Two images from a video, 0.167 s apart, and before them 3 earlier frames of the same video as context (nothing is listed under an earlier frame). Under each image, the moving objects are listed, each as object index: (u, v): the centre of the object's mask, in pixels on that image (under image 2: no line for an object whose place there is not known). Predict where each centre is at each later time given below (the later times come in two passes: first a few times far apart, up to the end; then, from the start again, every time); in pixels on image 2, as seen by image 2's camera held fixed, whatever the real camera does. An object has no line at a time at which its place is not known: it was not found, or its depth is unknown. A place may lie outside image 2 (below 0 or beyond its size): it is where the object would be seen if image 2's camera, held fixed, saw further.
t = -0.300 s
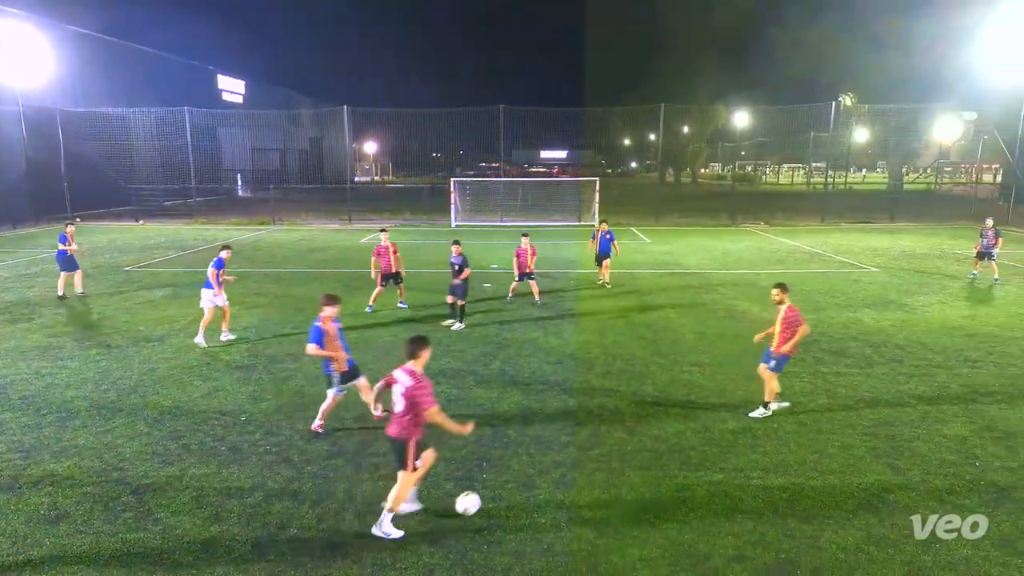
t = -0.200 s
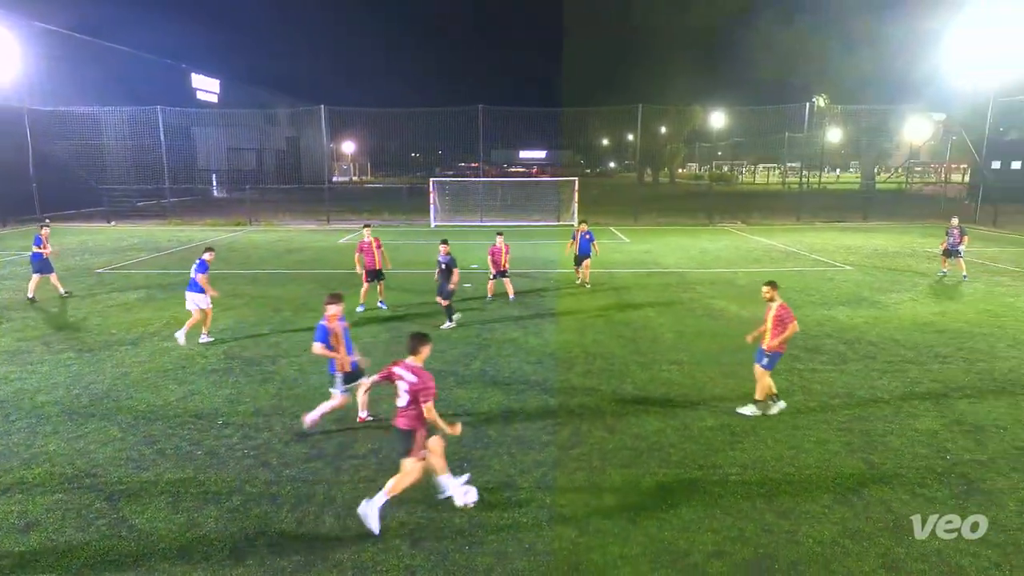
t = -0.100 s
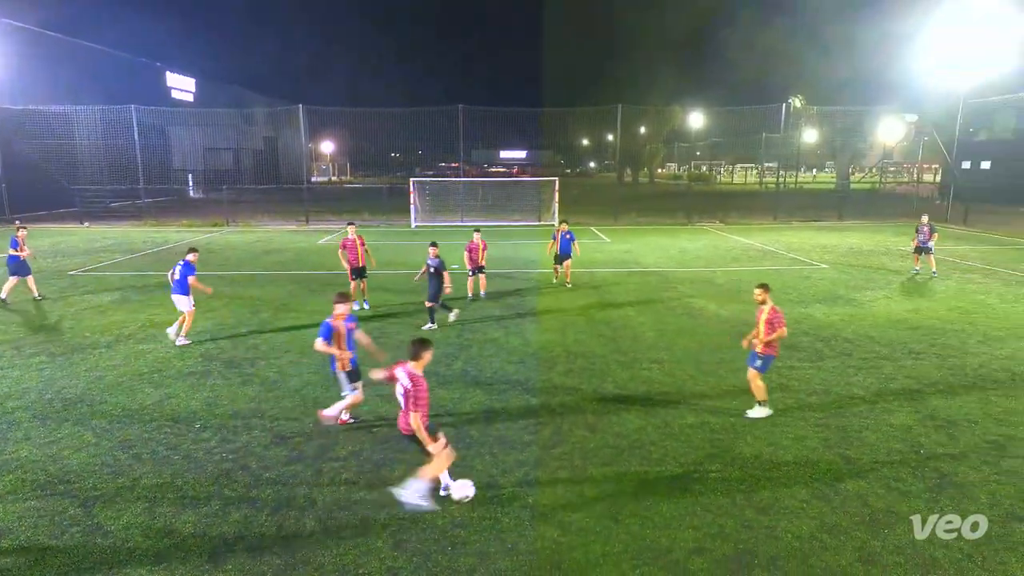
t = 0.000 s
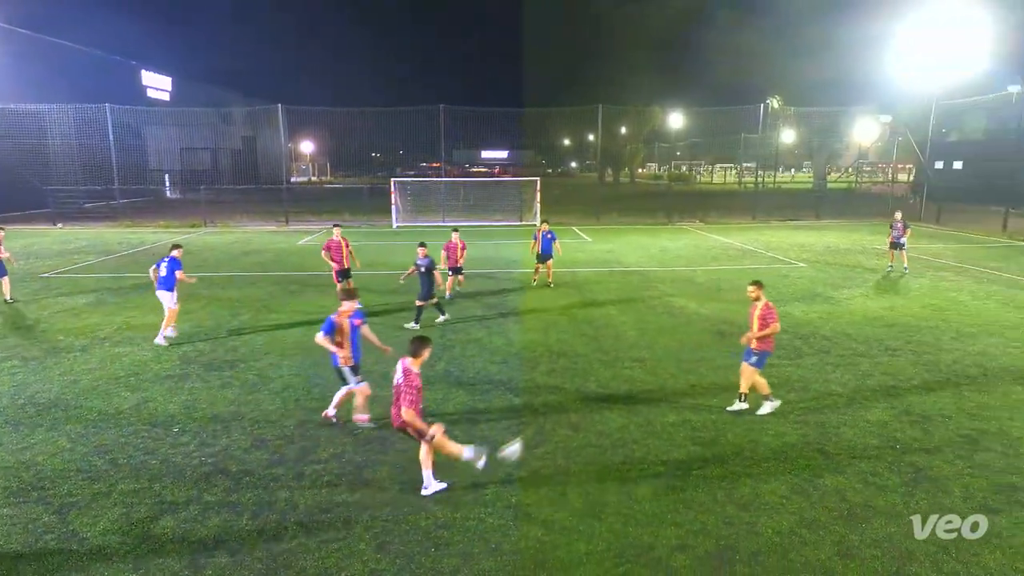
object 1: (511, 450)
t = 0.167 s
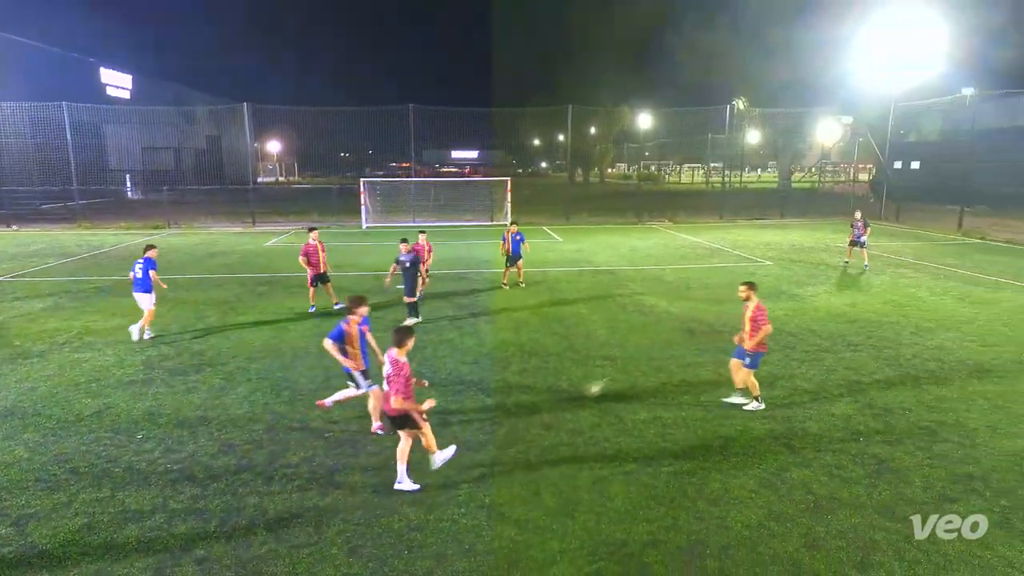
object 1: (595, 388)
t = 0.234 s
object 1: (632, 369)
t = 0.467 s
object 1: (704, 320)
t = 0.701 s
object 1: (740, 295)
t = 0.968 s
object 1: (763, 277)
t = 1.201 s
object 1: (775, 267)
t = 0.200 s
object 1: (616, 376)
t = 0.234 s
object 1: (632, 369)
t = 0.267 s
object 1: (645, 361)
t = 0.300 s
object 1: (658, 352)
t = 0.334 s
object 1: (669, 344)
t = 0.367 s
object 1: (679, 338)
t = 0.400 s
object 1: (688, 332)
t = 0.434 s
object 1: (696, 326)
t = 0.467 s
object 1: (704, 320)
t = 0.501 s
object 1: (710, 316)
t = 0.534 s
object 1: (716, 313)
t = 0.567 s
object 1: (722, 309)
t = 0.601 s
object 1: (727, 305)
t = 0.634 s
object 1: (731, 301)
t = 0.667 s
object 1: (736, 297)
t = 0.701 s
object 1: (740, 295)
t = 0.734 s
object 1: (743, 293)
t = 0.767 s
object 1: (747, 290)
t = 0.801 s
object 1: (750, 288)
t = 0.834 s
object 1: (752, 286)
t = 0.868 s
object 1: (755, 283)
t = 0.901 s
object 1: (758, 281)
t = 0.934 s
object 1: (760, 279)
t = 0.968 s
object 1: (763, 277)
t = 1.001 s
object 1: (764, 276)
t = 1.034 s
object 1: (767, 274)
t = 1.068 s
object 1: (768, 273)
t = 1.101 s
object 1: (771, 271)
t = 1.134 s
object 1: (772, 269)
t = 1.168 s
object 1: (774, 268)
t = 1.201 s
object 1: (775, 267)
